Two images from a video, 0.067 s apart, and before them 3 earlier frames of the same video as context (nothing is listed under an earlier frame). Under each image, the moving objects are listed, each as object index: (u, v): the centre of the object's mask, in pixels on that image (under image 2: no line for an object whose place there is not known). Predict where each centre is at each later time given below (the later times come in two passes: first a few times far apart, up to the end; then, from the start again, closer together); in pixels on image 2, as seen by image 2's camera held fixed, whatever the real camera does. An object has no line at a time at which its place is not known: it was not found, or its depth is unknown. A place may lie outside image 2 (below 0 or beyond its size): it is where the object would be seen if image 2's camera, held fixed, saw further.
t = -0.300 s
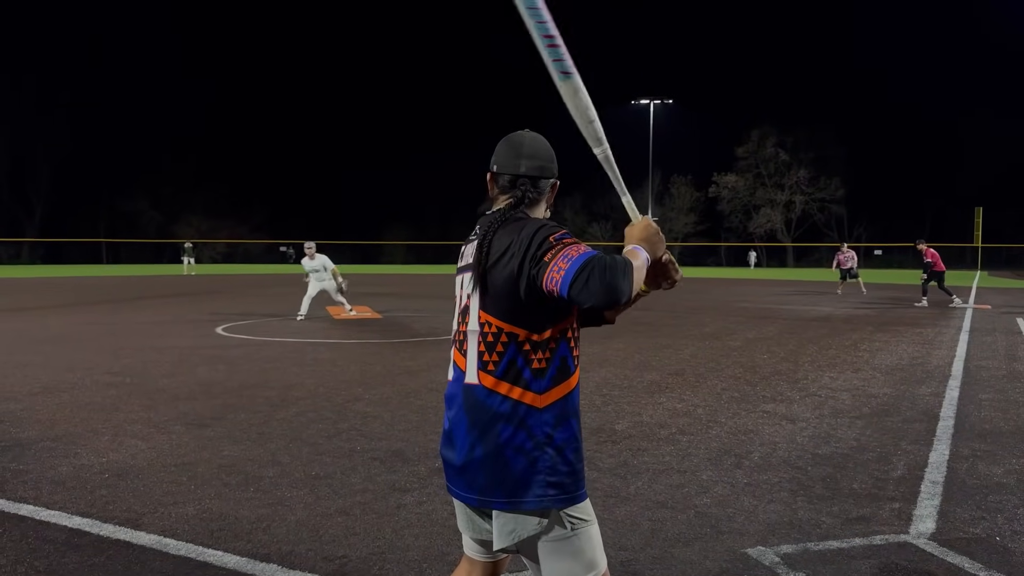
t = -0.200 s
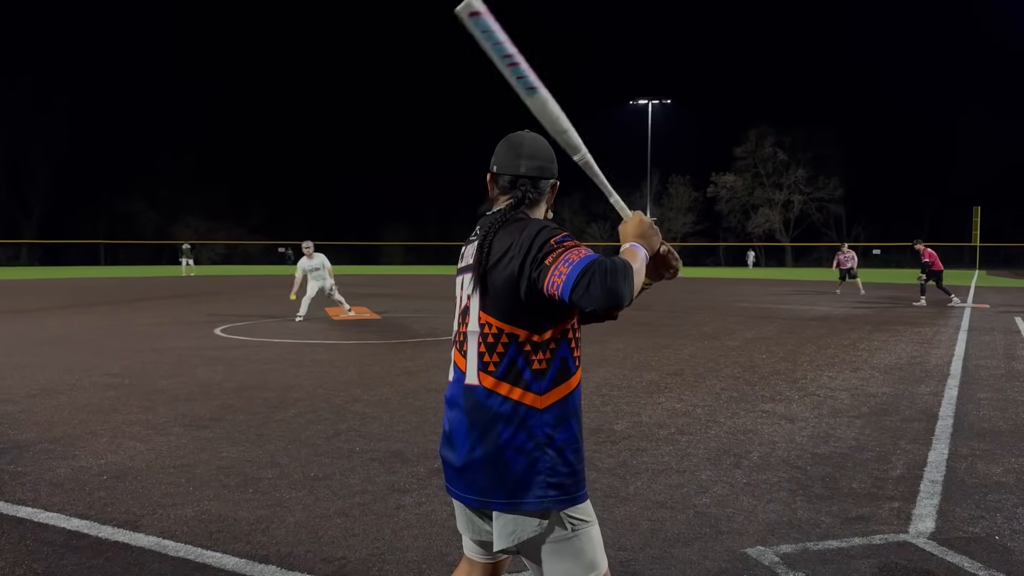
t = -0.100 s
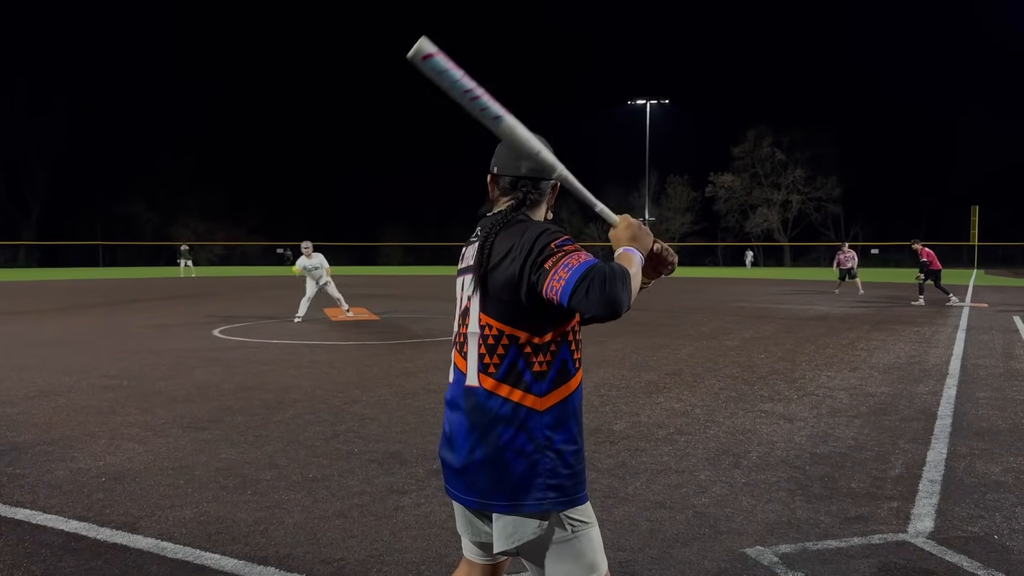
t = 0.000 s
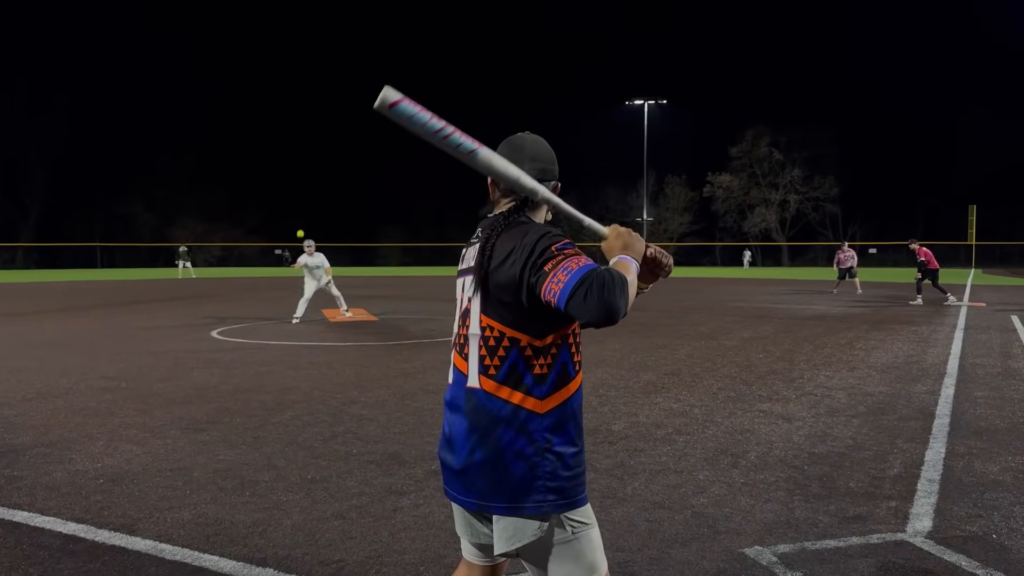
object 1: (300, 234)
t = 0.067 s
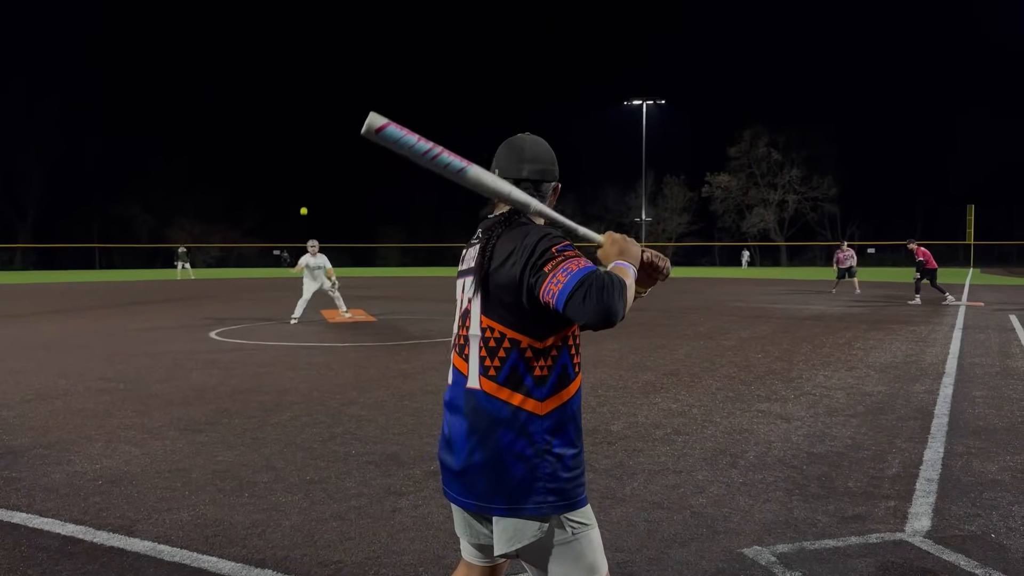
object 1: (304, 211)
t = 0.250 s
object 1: (319, 151)
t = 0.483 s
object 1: (348, 89)
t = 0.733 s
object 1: (397, 52)
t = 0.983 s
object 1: (489, 87)
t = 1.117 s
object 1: (576, 172)
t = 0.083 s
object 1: (305, 205)
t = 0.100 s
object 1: (306, 200)
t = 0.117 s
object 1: (307, 194)
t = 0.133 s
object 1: (308, 189)
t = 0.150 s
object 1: (310, 183)
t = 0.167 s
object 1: (312, 177)
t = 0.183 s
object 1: (313, 172)
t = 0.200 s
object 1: (314, 167)
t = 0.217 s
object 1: (316, 162)
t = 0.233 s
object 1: (317, 156)
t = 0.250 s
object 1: (319, 151)
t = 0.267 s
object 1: (321, 146)
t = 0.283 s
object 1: (322, 141)
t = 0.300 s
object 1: (324, 136)
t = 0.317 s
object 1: (326, 131)
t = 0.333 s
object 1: (328, 127)
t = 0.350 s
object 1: (330, 122)
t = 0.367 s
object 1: (332, 117)
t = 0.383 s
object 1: (334, 113)
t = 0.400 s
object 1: (336, 108)
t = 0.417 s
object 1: (338, 104)
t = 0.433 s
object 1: (340, 100)
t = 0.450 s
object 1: (343, 96)
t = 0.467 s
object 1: (345, 92)
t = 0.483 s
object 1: (348, 89)
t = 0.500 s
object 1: (350, 85)
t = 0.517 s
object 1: (353, 81)
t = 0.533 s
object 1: (356, 78)
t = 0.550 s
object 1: (358, 75)
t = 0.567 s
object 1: (361, 72)
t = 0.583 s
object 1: (364, 69)
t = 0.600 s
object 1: (368, 66)
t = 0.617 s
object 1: (371, 63)
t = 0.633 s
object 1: (374, 61)
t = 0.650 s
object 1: (378, 59)
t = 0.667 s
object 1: (381, 57)
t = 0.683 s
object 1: (385, 55)
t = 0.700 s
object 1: (389, 54)
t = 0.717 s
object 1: (393, 53)
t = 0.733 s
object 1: (397, 52)
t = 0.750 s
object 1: (402, 51)
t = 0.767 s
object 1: (406, 51)
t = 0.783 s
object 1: (411, 51)
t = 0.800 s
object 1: (416, 51)
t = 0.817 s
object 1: (421, 52)
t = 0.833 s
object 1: (427, 53)
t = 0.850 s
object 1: (433, 55)
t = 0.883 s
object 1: (445, 60)
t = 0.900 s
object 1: (451, 63)
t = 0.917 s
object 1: (458, 66)
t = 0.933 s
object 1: (466, 71)
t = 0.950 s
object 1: (473, 75)
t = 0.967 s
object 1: (481, 81)
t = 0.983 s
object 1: (489, 87)
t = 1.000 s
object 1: (498, 94)
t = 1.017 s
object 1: (507, 102)
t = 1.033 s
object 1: (517, 111)
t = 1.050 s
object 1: (527, 121)
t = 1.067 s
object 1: (538, 132)
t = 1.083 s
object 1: (550, 144)
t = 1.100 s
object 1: (563, 157)
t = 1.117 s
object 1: (576, 172)
